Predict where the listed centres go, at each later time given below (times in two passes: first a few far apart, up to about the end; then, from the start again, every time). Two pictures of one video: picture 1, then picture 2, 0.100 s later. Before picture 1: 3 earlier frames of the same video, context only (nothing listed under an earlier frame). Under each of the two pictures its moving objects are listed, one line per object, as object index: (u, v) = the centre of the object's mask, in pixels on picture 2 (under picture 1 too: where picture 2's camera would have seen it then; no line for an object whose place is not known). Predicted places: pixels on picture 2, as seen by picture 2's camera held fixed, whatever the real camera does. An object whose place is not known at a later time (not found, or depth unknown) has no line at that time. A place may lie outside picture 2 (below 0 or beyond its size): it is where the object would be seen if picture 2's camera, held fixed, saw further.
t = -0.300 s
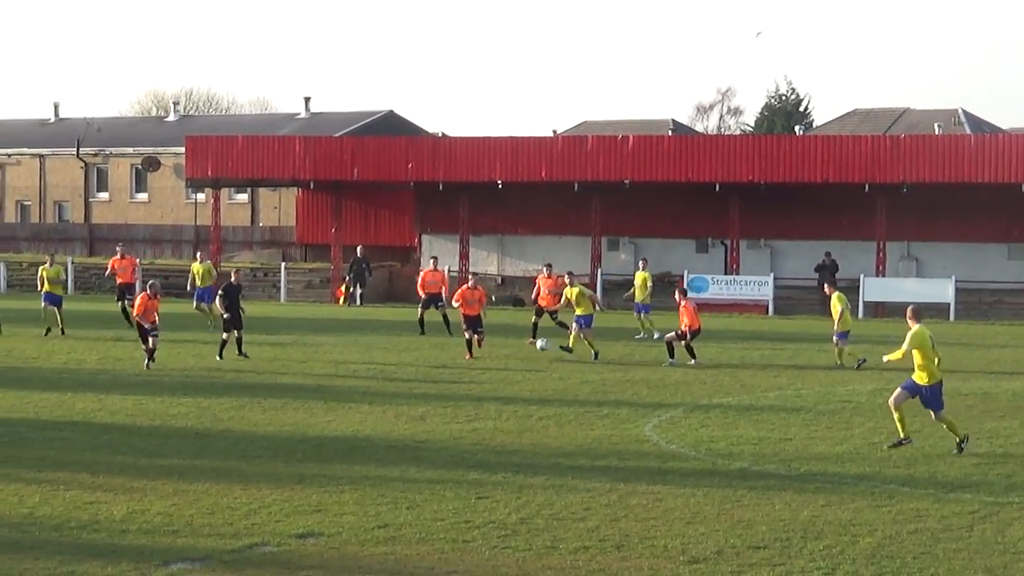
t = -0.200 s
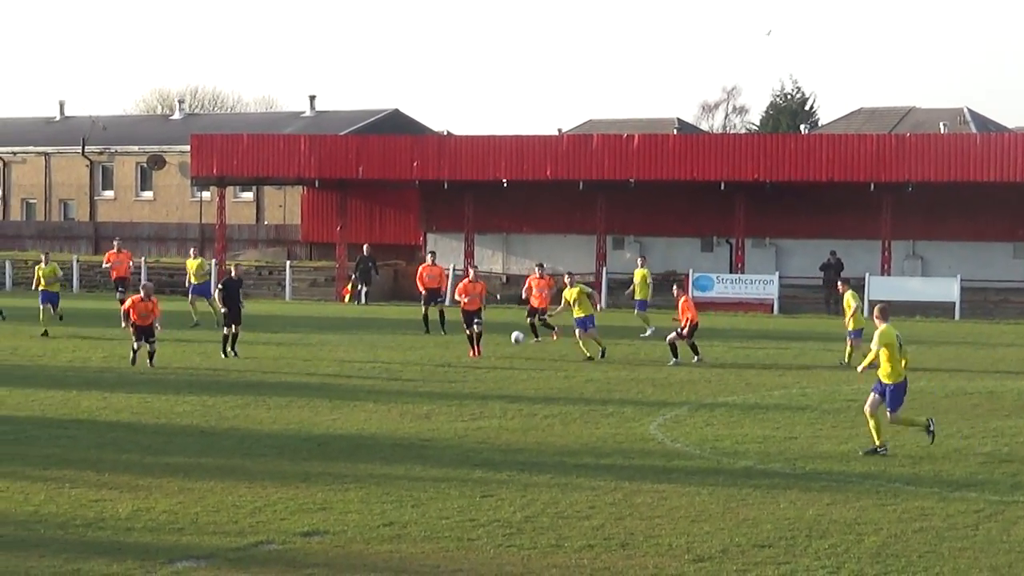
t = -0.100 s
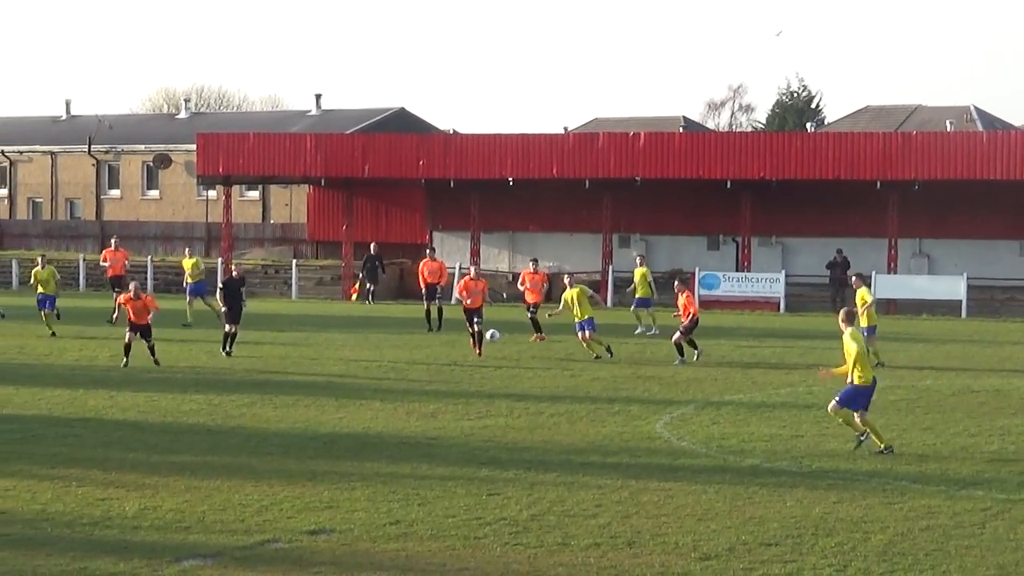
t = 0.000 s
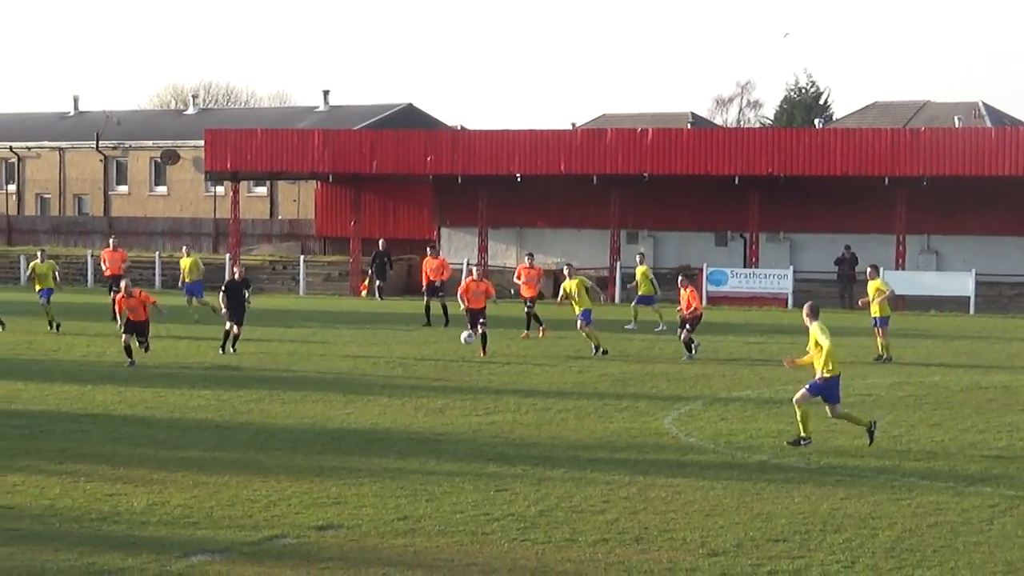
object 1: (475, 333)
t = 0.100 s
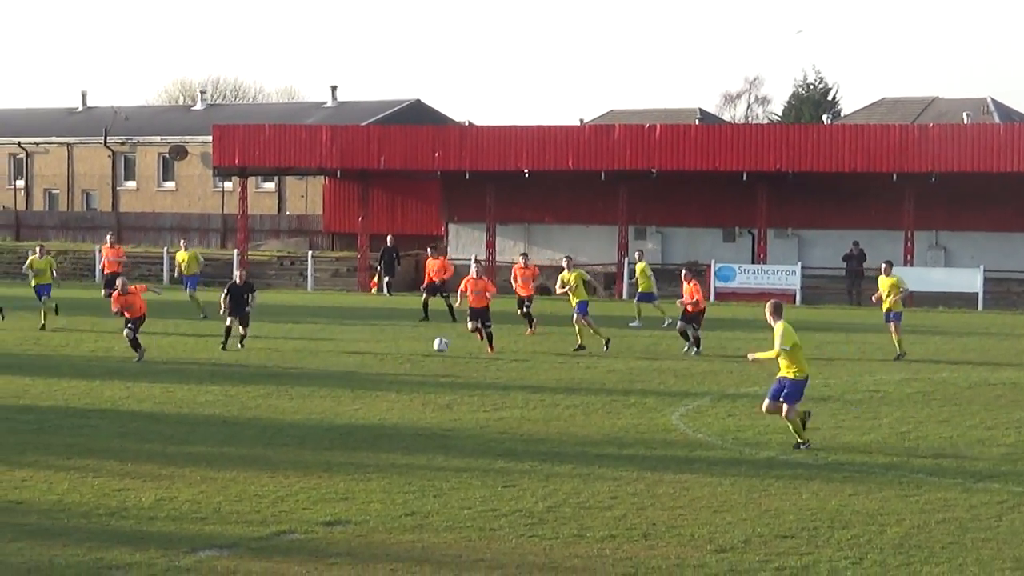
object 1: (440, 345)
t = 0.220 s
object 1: (396, 367)
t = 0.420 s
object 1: (319, 390)
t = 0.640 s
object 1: (227, 418)
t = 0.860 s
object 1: (135, 434)
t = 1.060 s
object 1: (53, 449)
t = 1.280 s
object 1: (-44, 474)
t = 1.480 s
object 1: (-144, 491)
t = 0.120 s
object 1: (433, 347)
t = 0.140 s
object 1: (426, 351)
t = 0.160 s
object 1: (418, 355)
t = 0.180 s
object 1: (411, 358)
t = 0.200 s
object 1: (403, 362)
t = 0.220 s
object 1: (396, 367)
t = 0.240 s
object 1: (388, 371)
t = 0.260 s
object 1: (381, 376)
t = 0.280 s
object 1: (373, 382)
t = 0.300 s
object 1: (365, 388)
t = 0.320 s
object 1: (357, 392)
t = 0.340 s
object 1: (350, 391)
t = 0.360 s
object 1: (342, 391)
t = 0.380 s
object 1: (335, 390)
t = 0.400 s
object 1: (327, 390)
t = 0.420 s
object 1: (319, 390)
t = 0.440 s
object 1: (312, 391)
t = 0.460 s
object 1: (304, 392)
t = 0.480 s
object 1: (296, 393)
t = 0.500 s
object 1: (287, 395)
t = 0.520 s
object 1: (279, 398)
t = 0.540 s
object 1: (271, 400)
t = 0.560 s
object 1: (262, 403)
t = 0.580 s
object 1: (254, 406)
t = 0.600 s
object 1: (244, 410)
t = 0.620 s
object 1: (235, 415)
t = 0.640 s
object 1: (227, 418)
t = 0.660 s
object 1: (219, 418)
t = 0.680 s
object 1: (211, 418)
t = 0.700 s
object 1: (203, 418)
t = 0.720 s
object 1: (195, 419)
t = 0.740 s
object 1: (186, 420)
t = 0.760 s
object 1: (178, 423)
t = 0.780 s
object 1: (169, 425)
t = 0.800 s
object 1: (160, 428)
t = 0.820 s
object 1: (151, 431)
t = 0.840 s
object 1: (142, 434)
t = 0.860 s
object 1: (135, 434)
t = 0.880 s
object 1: (127, 434)
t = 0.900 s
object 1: (120, 434)
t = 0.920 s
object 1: (112, 434)
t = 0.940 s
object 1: (104, 435)
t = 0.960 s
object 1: (96, 435)
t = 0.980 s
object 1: (88, 437)
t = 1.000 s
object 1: (79, 439)
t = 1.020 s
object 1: (70, 442)
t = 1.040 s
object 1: (62, 446)
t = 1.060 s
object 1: (53, 449)
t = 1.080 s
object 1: (45, 453)
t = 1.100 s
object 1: (36, 457)
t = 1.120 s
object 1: (27, 458)
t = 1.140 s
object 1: (18, 458)
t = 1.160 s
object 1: (10, 459)
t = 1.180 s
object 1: (1, 461)
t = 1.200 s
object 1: (-7, 463)
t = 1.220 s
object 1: (-16, 465)
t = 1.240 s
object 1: (-26, 469)
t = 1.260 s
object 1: (-35, 473)
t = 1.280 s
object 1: (-44, 474)
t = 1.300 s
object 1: (-53, 475)
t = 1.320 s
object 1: (-63, 476)
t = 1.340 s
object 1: (-73, 477)
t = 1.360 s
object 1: (-82, 480)
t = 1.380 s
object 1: (-92, 483)
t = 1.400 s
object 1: (-103, 486)
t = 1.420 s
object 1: (-113, 490)
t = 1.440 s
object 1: (-123, 491)
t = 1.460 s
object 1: (-133, 490)
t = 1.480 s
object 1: (-144, 491)
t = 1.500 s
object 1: (-155, 492)
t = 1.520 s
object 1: (-166, 494)
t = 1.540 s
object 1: (-177, 497)
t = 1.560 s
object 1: (-189, 499)
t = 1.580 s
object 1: (-200, 504)
